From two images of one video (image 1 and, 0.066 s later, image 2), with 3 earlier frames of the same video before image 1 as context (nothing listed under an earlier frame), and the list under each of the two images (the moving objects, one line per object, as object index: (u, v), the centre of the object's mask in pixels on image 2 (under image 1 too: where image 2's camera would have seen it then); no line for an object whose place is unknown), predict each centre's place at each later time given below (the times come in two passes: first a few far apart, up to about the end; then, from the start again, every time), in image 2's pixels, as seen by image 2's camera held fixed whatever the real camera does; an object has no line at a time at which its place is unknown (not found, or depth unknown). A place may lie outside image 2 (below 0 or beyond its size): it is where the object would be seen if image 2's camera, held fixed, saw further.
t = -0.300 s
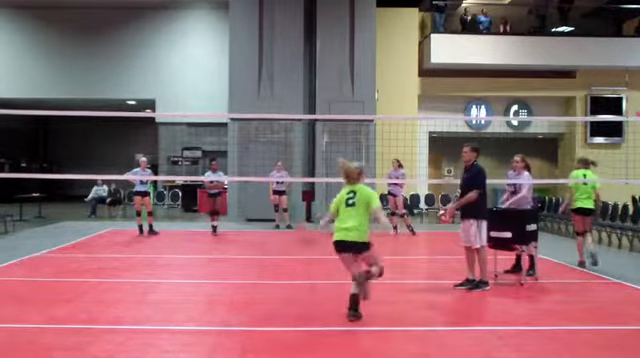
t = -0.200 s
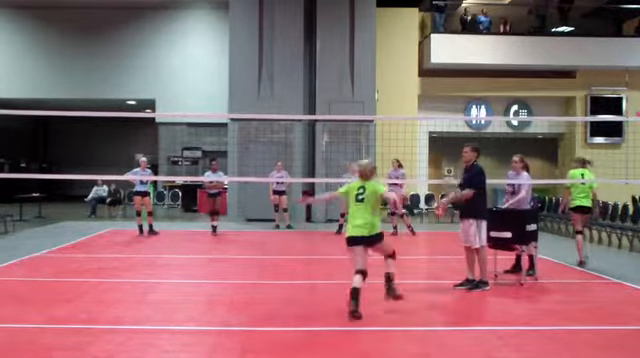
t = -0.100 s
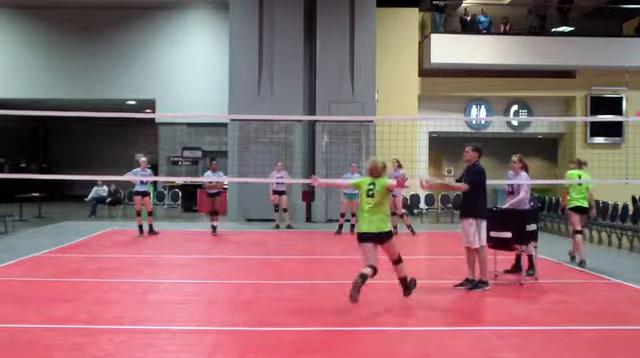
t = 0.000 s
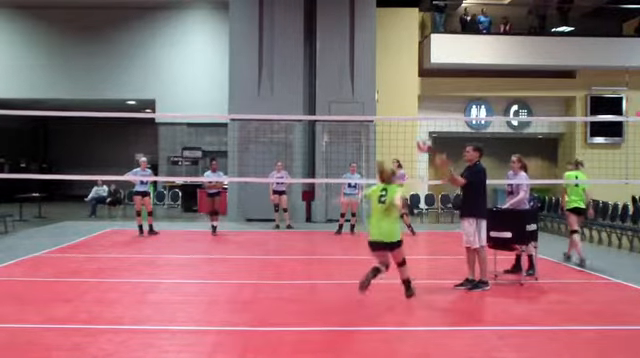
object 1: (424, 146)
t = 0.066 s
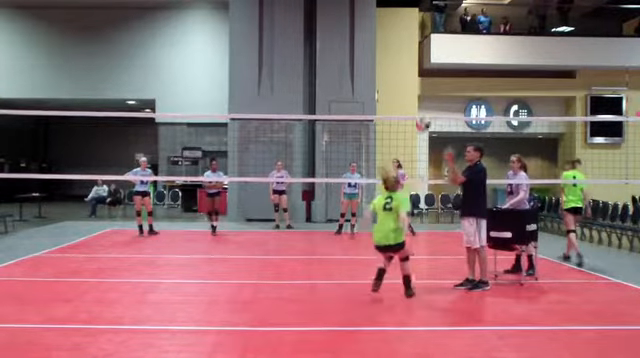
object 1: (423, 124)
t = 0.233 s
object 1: (419, 84)
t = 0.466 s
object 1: (412, 65)
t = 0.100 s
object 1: (421, 114)
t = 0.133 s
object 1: (421, 104)
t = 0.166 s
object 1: (421, 96)
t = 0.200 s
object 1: (420, 89)
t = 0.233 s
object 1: (419, 84)
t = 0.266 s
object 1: (418, 79)
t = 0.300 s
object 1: (417, 74)
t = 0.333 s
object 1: (416, 71)
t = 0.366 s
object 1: (415, 68)
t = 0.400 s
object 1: (414, 66)
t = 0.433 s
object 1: (413, 65)
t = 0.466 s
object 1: (412, 65)
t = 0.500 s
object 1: (411, 66)
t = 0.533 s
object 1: (410, 68)
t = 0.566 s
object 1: (409, 70)
